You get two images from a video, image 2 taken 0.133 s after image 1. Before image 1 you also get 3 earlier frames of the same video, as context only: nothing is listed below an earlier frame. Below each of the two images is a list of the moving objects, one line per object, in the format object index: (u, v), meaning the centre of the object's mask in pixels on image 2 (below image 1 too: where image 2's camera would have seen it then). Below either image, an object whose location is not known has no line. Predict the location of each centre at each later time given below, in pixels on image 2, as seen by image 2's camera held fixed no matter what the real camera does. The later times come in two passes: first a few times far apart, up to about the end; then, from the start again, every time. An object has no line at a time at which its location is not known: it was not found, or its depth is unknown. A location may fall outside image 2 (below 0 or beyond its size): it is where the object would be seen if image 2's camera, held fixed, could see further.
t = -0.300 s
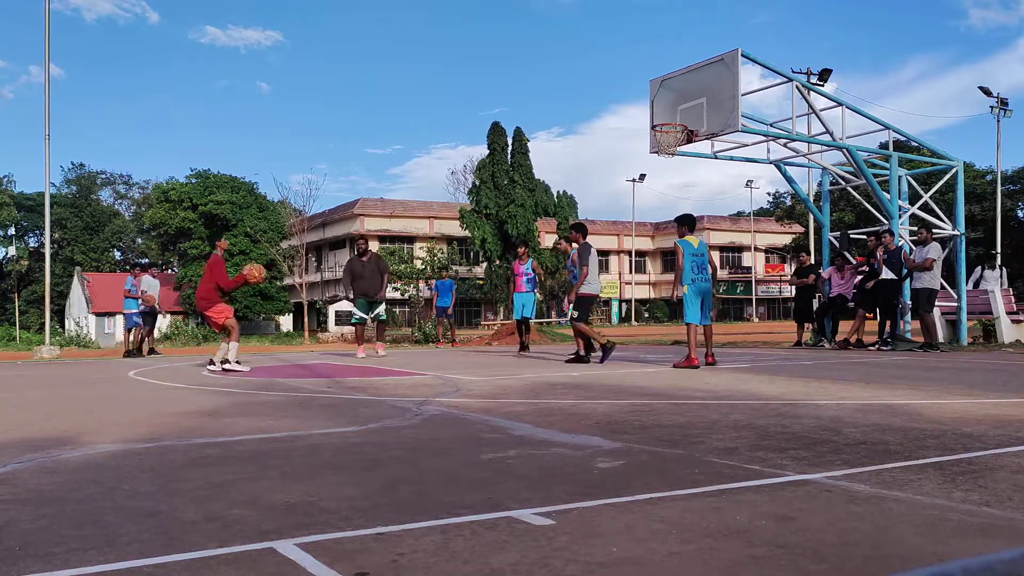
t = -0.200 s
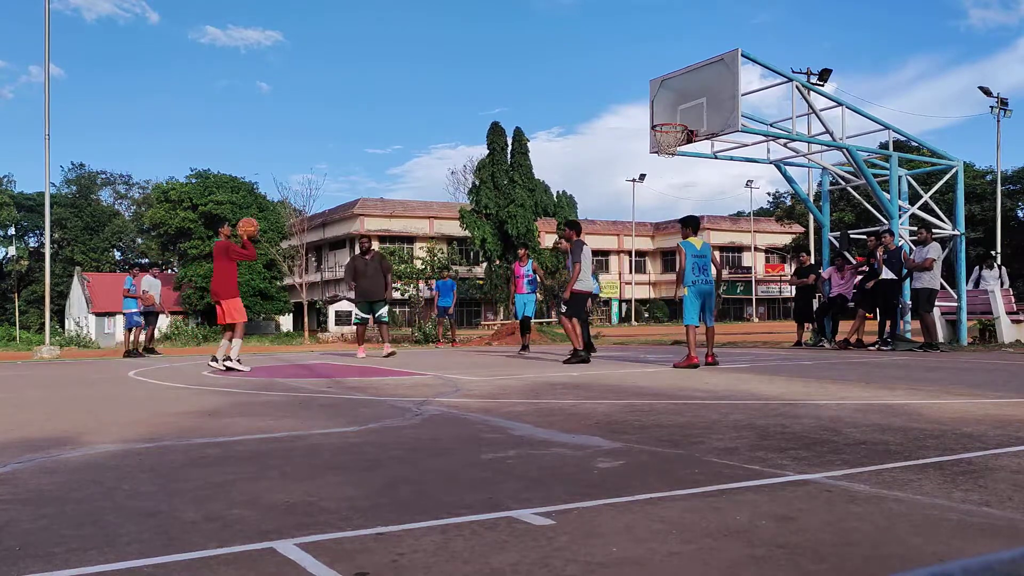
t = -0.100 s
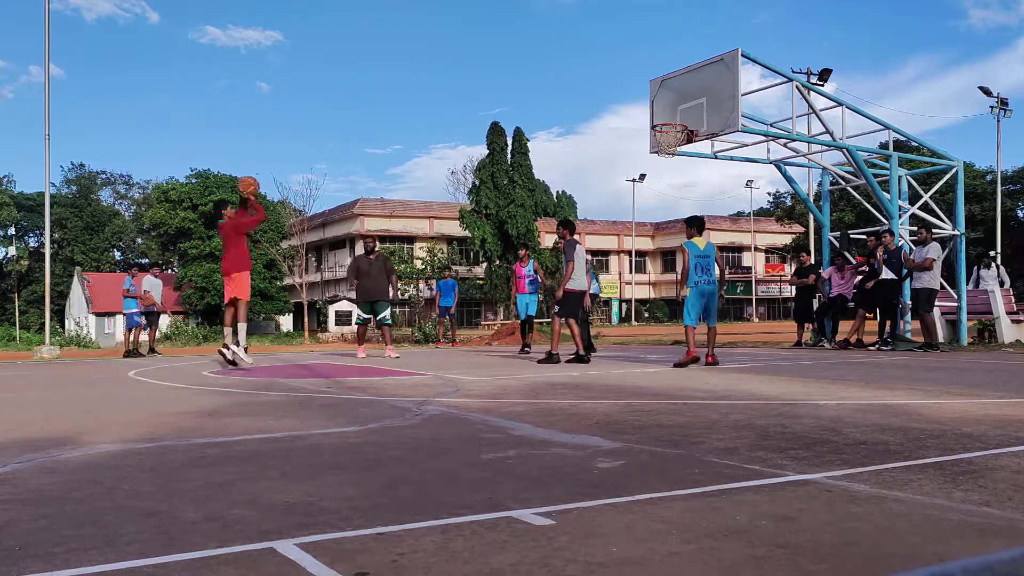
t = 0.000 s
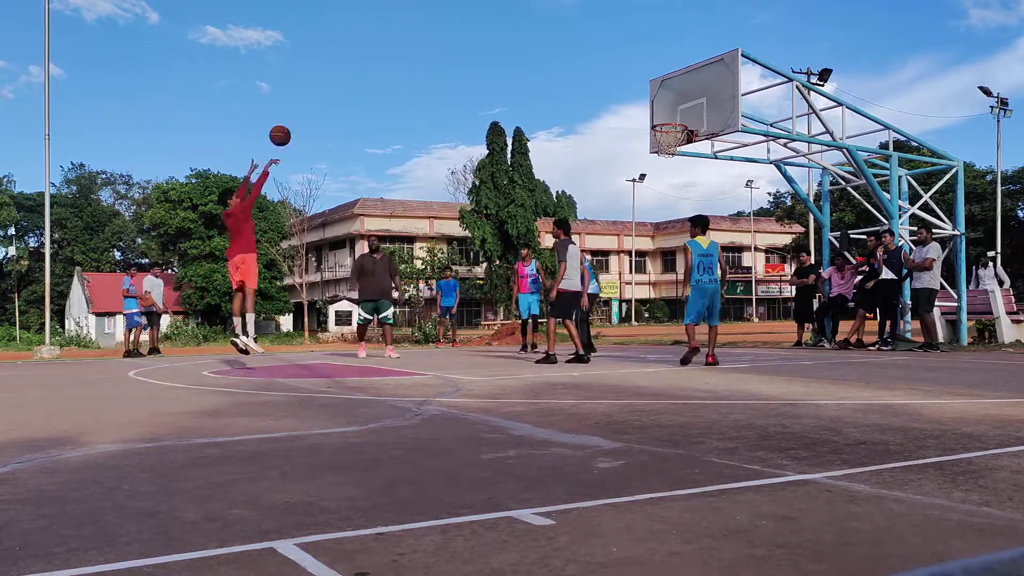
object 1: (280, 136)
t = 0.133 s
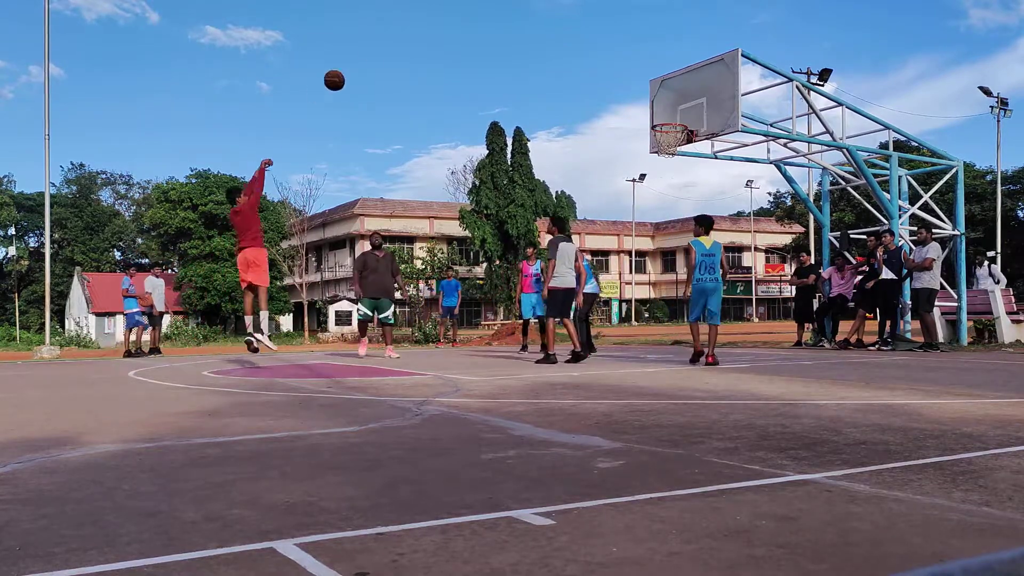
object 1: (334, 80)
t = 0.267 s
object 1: (385, 42)
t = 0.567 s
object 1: (492, 12)
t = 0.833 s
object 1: (577, 43)
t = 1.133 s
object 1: (662, 118)
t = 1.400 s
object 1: (668, 114)
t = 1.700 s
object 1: (648, 132)
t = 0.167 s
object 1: (347, 69)
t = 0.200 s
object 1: (360, 59)
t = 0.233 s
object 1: (373, 50)
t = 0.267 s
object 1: (385, 42)
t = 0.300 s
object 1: (398, 35)
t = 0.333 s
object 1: (410, 29)
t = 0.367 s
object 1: (422, 23)
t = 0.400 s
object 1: (434, 19)
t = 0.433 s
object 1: (446, 16)
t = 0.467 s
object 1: (458, 14)
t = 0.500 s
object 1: (469, 12)
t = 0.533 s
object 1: (480, 11)
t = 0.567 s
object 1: (492, 12)
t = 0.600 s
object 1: (502, 13)
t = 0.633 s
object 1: (514, 15)
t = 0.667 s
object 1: (524, 18)
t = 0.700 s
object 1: (535, 21)
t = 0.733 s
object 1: (546, 25)
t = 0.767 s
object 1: (556, 31)
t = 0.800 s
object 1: (567, 36)
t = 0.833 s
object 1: (577, 43)
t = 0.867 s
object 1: (587, 50)
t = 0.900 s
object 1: (597, 58)
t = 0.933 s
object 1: (607, 67)
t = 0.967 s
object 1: (617, 77)
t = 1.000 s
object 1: (627, 87)
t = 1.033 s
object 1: (636, 97)
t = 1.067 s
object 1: (646, 109)
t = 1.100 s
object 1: (655, 120)
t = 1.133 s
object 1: (662, 118)
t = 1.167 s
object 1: (671, 117)
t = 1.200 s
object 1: (679, 118)
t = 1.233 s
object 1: (687, 119)
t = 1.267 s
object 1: (683, 117)
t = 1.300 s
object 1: (679, 115)
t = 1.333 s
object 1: (676, 114)
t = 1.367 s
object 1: (672, 113)
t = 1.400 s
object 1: (668, 114)
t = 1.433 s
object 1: (665, 113)
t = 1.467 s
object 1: (663, 113)
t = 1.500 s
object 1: (661, 113)
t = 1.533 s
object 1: (659, 114)
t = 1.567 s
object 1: (657, 116)
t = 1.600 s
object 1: (654, 119)
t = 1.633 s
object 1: (652, 122)
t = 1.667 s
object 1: (649, 127)
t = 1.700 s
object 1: (648, 132)
